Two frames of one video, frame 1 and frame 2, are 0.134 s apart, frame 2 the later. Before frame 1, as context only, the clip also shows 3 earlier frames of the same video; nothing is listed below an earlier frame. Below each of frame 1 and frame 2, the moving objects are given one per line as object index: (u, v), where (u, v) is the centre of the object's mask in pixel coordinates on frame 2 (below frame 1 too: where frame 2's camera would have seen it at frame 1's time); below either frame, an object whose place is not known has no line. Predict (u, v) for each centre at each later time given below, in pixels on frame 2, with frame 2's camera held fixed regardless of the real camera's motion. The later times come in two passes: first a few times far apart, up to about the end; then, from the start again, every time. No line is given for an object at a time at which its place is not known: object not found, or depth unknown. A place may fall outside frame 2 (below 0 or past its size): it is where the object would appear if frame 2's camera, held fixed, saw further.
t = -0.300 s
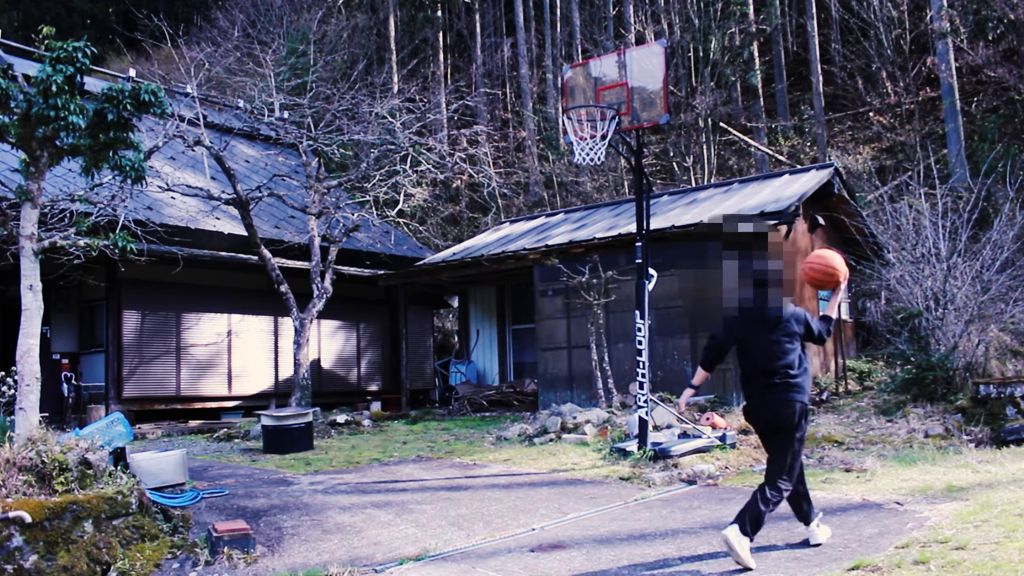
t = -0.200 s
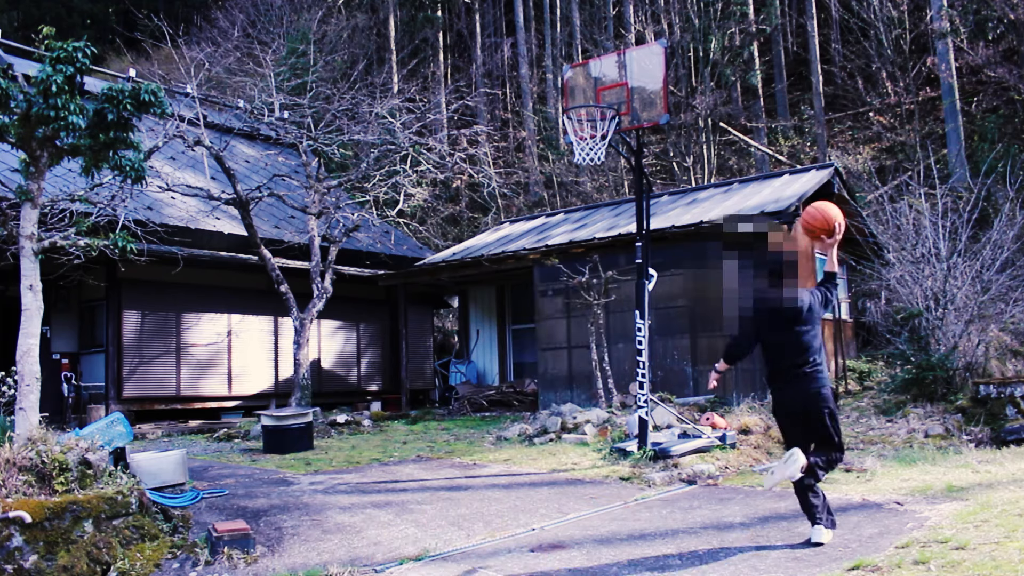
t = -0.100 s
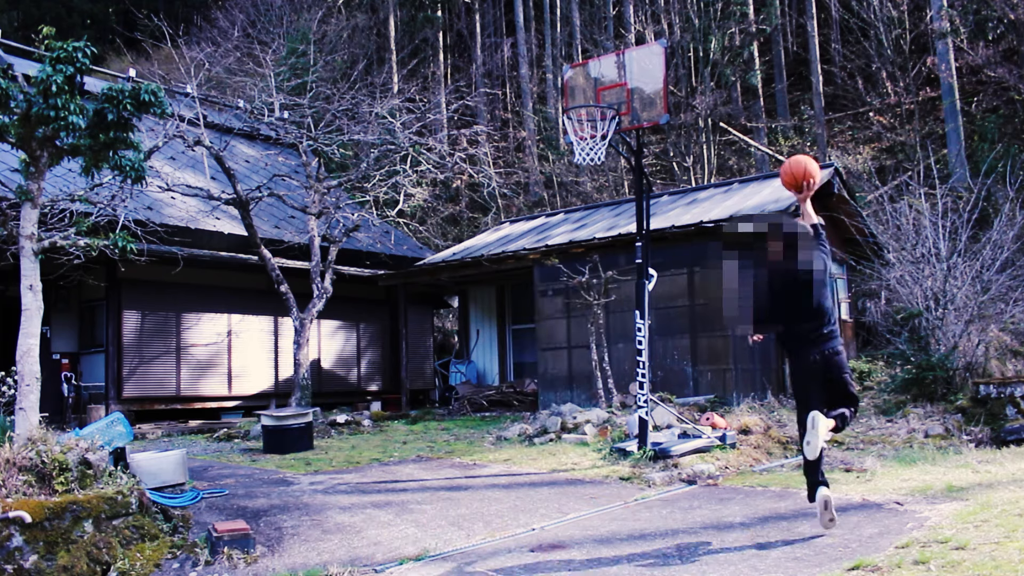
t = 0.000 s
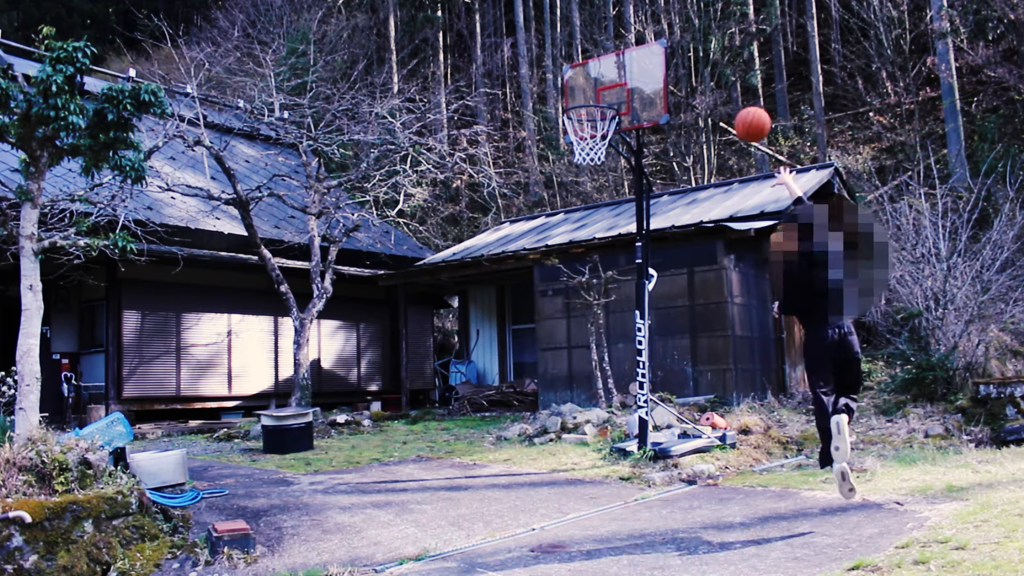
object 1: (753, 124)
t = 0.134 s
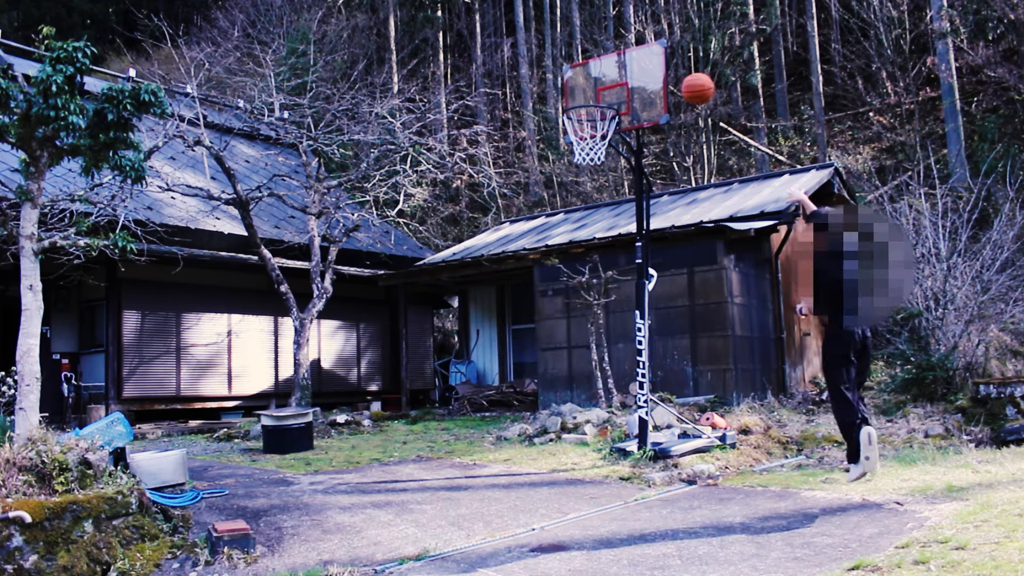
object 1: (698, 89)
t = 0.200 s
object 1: (675, 81)
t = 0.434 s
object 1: (606, 88)
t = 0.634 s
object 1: (579, 114)
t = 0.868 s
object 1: (598, 148)
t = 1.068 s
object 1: (621, 198)
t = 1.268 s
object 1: (647, 300)
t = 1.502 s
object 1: (679, 475)
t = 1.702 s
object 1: (673, 365)
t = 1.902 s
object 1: (669, 303)
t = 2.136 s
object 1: (667, 290)
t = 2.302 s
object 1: (668, 318)
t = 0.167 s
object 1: (686, 84)
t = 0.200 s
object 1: (675, 81)
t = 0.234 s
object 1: (665, 79)
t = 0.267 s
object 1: (655, 80)
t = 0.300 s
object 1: (646, 80)
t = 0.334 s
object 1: (636, 81)
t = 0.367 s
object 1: (627, 82)
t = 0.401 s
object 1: (616, 85)
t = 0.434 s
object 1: (606, 88)
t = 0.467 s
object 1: (597, 91)
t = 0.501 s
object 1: (587, 97)
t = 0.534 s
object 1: (577, 104)
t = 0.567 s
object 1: (576, 105)
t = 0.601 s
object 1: (577, 110)
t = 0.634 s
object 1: (579, 114)
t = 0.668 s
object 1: (581, 118)
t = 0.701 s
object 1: (582, 123)
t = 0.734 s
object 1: (583, 130)
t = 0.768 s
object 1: (585, 132)
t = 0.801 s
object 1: (592, 142)
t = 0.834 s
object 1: (595, 146)
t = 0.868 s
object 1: (598, 148)
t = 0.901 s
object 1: (601, 151)
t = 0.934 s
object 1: (605, 158)
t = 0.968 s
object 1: (609, 166)
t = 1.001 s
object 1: (613, 175)
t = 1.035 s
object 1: (617, 186)
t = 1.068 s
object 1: (621, 198)
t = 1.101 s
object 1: (625, 212)
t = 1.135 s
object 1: (630, 227)
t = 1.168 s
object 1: (634, 243)
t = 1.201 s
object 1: (638, 261)
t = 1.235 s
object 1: (643, 280)
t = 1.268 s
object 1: (647, 300)
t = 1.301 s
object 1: (652, 322)
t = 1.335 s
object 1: (657, 345)
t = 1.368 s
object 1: (662, 370)
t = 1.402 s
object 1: (667, 396)
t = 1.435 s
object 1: (671, 424)
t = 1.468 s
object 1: (675, 453)
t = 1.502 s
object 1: (679, 475)
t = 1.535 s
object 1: (677, 454)
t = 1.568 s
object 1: (677, 433)
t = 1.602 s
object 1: (677, 414)
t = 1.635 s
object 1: (675, 396)
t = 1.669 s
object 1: (674, 380)
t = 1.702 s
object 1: (673, 365)
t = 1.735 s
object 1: (672, 351)
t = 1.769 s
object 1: (672, 339)
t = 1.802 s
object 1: (671, 328)
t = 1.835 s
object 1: (670, 318)
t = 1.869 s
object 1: (670, 310)
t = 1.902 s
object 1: (669, 303)
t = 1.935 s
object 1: (669, 297)
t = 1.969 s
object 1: (668, 292)
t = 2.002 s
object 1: (668, 290)
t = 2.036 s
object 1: (668, 288)
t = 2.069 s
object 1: (668, 288)
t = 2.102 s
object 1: (667, 288)
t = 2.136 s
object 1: (667, 290)
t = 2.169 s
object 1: (667, 293)
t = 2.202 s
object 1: (667, 297)
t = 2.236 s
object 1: (667, 303)
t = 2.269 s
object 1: (668, 310)
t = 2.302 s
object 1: (668, 318)
